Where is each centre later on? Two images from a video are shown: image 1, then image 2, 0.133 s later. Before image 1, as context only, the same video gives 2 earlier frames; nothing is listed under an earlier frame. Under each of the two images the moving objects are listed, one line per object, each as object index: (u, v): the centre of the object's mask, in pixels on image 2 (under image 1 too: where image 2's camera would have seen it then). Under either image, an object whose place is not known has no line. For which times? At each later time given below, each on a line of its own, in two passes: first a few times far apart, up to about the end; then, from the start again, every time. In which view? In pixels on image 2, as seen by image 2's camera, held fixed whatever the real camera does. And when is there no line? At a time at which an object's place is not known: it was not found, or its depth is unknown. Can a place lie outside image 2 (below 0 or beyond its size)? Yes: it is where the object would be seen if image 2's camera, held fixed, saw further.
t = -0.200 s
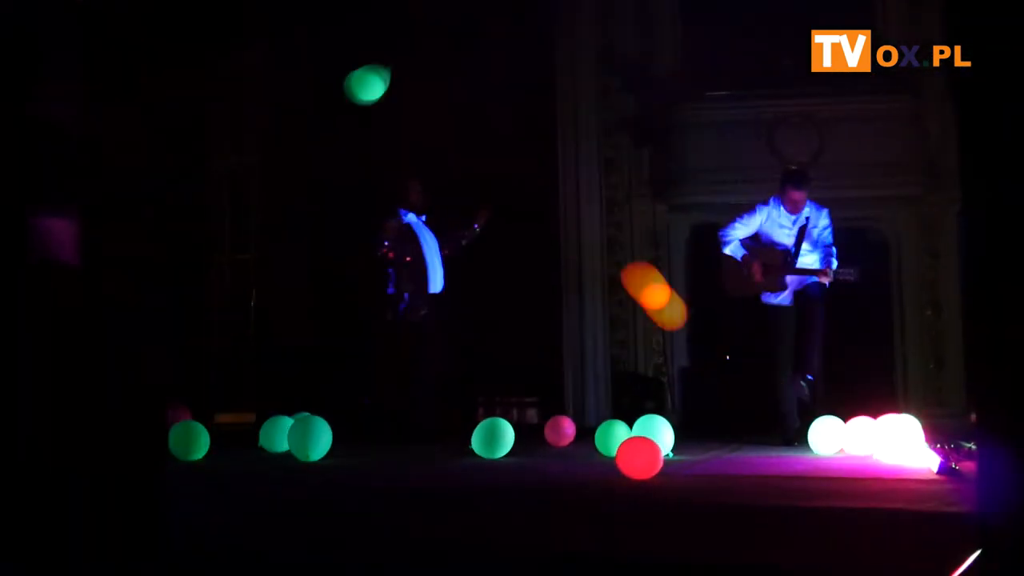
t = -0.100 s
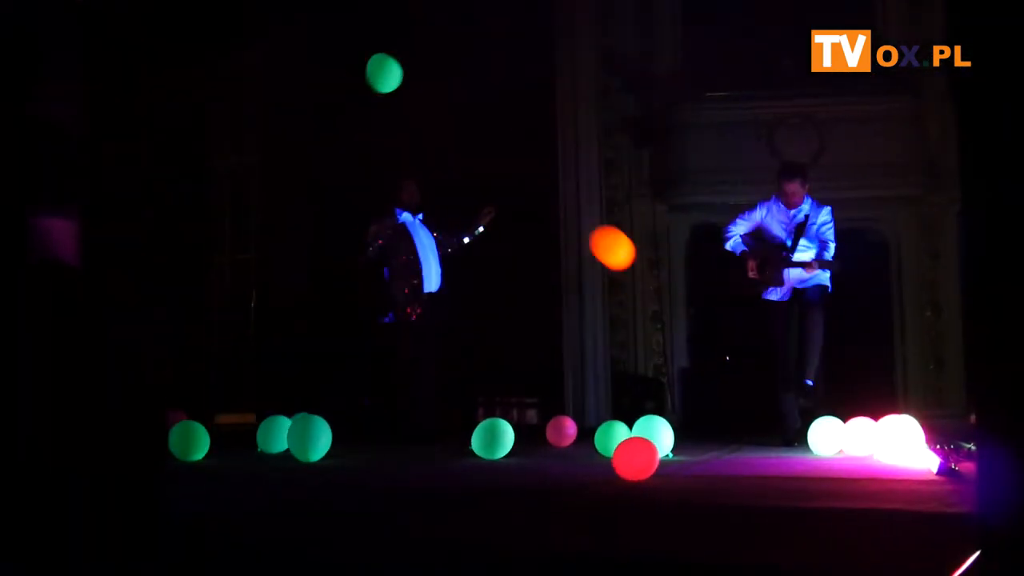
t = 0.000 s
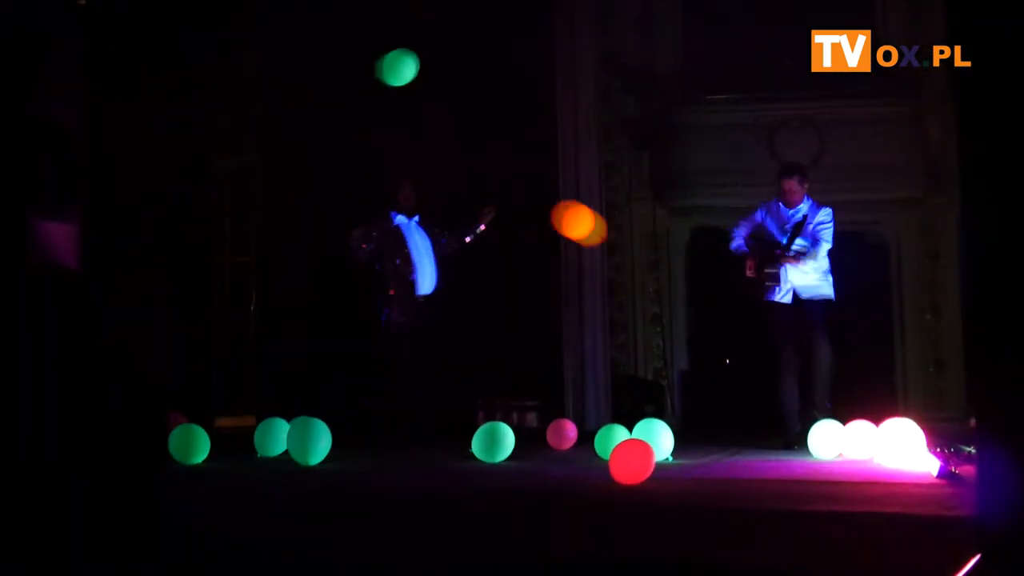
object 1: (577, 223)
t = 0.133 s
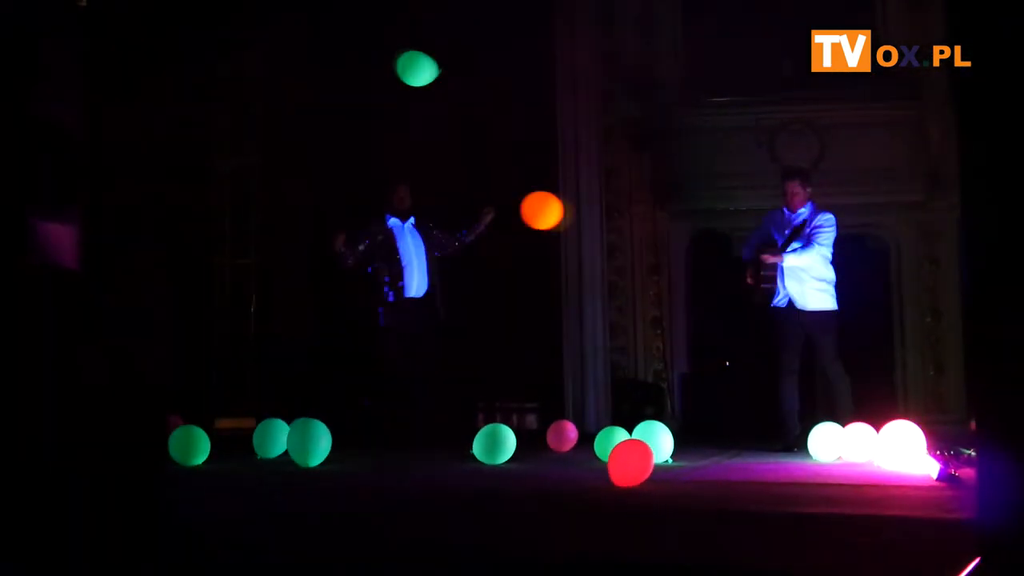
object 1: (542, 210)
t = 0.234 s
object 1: (524, 213)
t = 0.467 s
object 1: (507, 247)
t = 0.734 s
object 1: (507, 303)
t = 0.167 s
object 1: (533, 210)
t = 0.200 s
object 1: (529, 211)
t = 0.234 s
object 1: (524, 213)
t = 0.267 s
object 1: (521, 216)
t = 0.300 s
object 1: (516, 218)
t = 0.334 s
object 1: (514, 224)
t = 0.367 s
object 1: (511, 231)
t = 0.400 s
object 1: (510, 235)
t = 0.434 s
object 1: (508, 241)
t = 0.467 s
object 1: (507, 247)
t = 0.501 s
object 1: (506, 251)
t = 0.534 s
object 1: (505, 258)
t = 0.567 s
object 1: (504, 264)
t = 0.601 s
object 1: (504, 271)
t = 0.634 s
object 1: (504, 279)
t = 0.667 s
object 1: (505, 287)
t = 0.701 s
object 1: (505, 293)
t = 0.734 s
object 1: (507, 303)
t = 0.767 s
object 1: (508, 310)
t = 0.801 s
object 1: (510, 320)
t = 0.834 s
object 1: (511, 329)
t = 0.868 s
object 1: (512, 339)
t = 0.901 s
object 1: (513, 345)
